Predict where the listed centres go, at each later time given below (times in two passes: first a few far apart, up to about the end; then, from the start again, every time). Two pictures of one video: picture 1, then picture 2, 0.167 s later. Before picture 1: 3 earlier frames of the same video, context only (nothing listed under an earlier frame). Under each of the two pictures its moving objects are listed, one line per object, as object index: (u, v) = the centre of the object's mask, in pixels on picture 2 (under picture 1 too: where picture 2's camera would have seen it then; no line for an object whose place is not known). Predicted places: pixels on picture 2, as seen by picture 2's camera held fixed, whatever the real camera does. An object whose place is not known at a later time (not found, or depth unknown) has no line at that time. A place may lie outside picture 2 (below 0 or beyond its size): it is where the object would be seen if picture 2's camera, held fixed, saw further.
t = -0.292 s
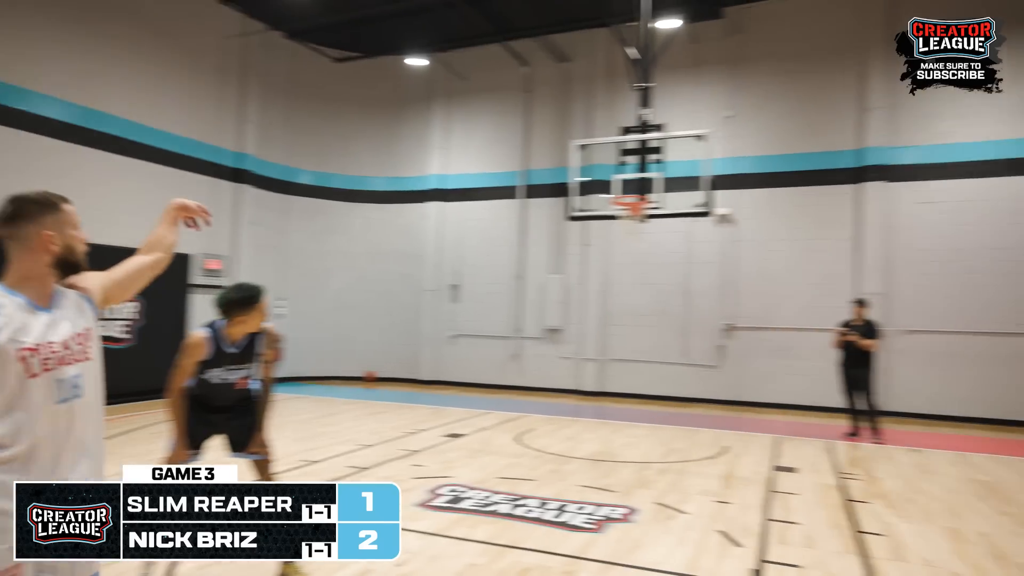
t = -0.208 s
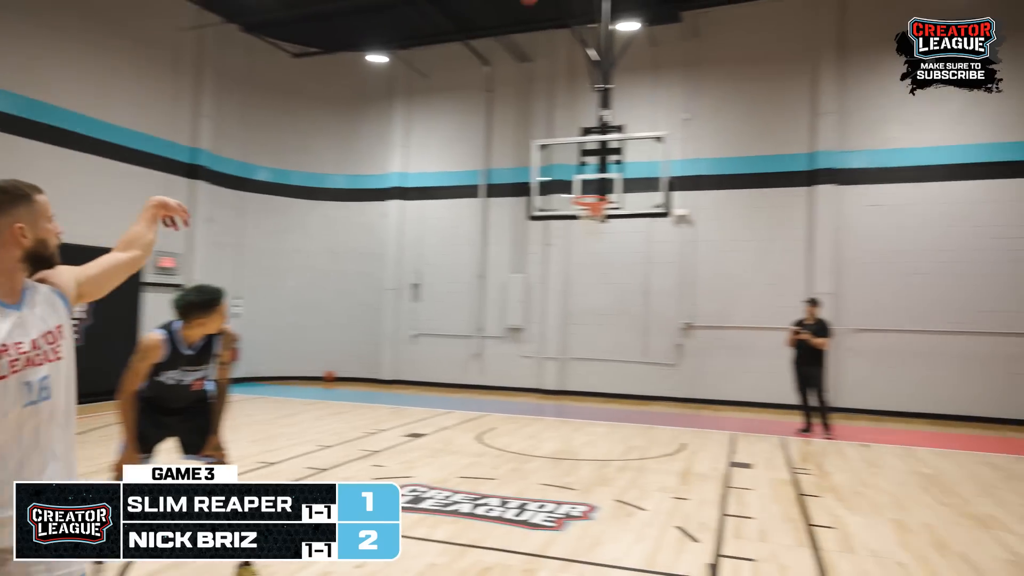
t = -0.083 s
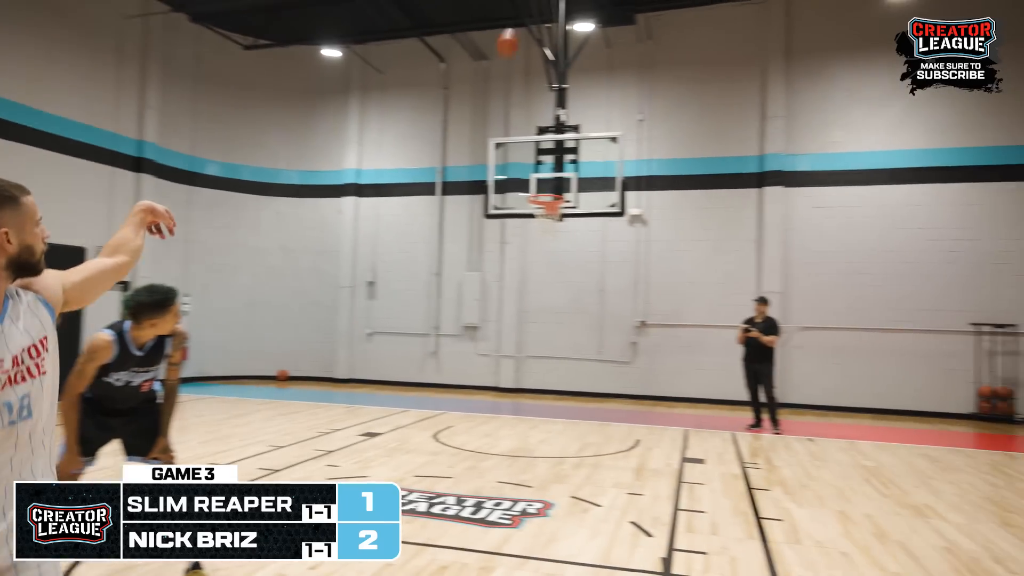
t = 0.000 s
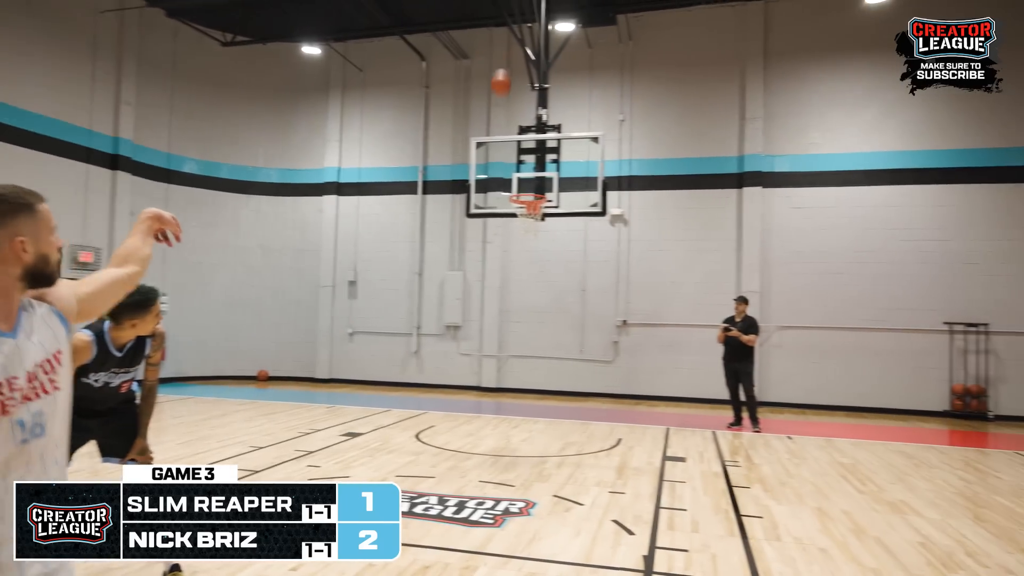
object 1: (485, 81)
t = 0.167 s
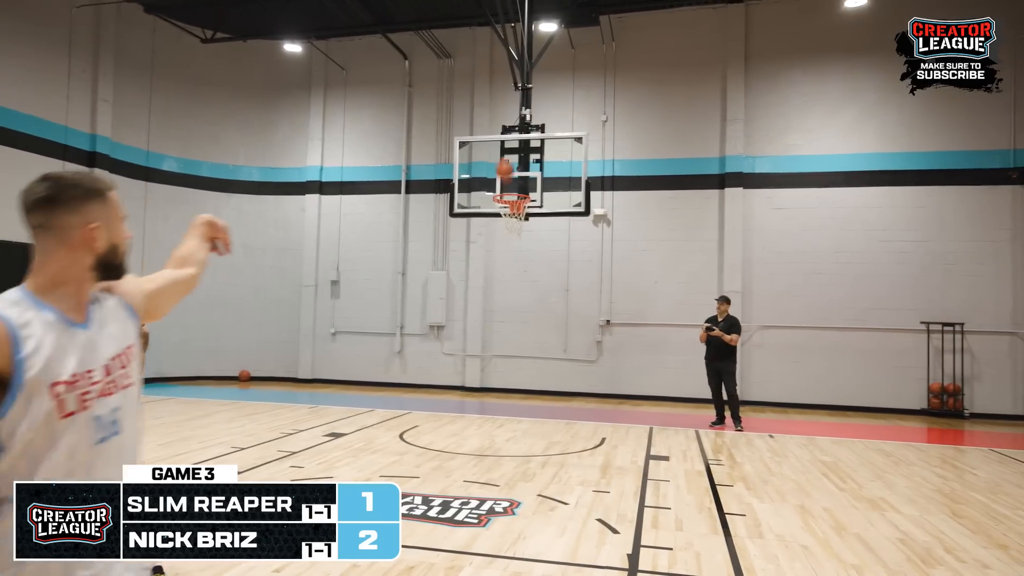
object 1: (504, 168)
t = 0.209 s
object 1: (509, 187)
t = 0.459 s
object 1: (521, 254)
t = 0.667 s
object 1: (526, 315)
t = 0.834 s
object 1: (528, 379)
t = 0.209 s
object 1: (509, 187)
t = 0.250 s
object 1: (515, 210)
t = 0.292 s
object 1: (516, 225)
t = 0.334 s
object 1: (518, 230)
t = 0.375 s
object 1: (519, 237)
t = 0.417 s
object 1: (520, 245)
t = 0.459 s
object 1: (521, 254)
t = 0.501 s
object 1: (522, 264)
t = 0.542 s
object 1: (523, 276)
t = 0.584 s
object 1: (524, 288)
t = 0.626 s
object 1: (525, 300)
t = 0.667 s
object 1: (526, 315)
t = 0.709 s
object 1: (527, 330)
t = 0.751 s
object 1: (527, 345)
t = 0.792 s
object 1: (528, 362)
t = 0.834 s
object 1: (528, 379)
